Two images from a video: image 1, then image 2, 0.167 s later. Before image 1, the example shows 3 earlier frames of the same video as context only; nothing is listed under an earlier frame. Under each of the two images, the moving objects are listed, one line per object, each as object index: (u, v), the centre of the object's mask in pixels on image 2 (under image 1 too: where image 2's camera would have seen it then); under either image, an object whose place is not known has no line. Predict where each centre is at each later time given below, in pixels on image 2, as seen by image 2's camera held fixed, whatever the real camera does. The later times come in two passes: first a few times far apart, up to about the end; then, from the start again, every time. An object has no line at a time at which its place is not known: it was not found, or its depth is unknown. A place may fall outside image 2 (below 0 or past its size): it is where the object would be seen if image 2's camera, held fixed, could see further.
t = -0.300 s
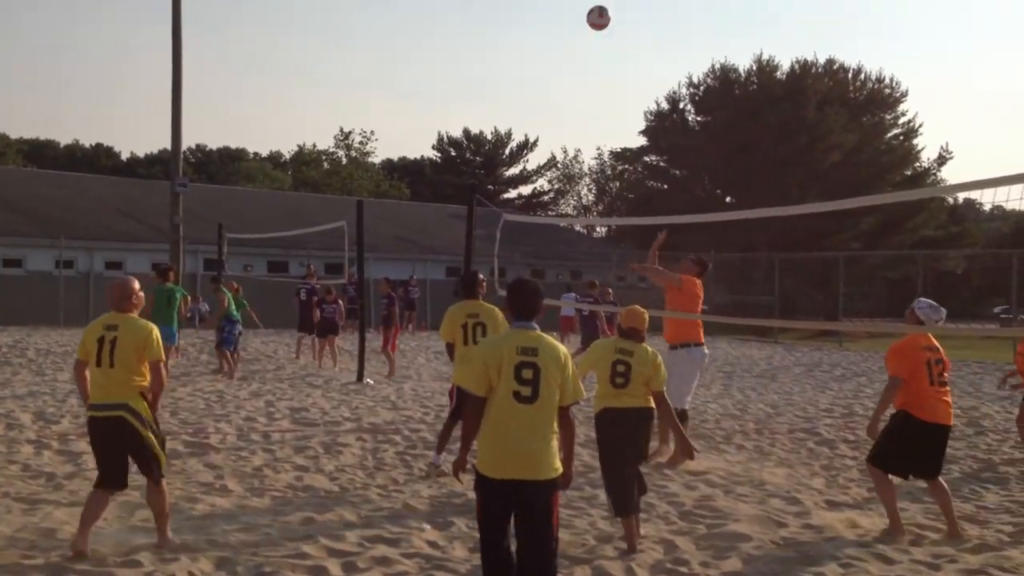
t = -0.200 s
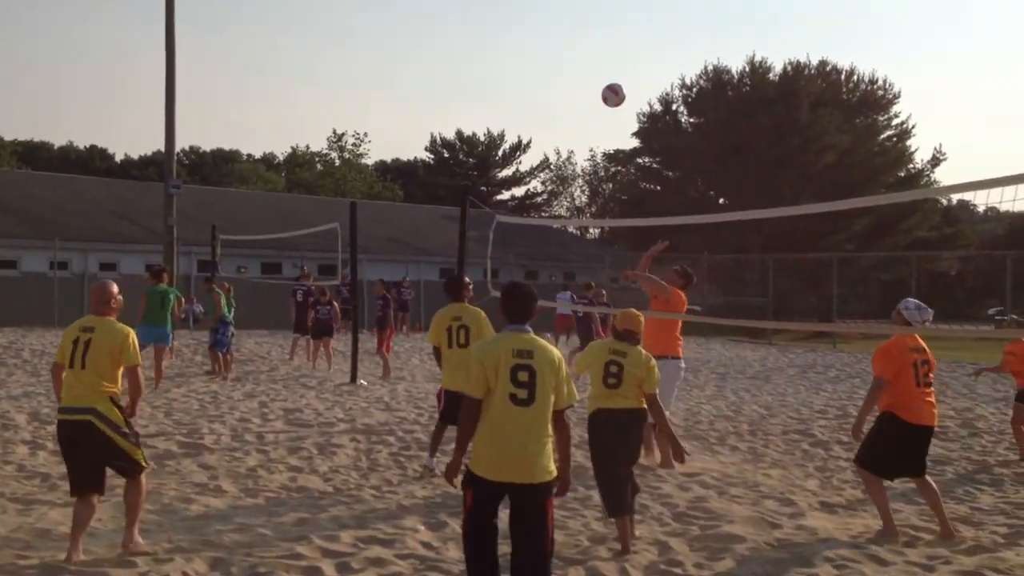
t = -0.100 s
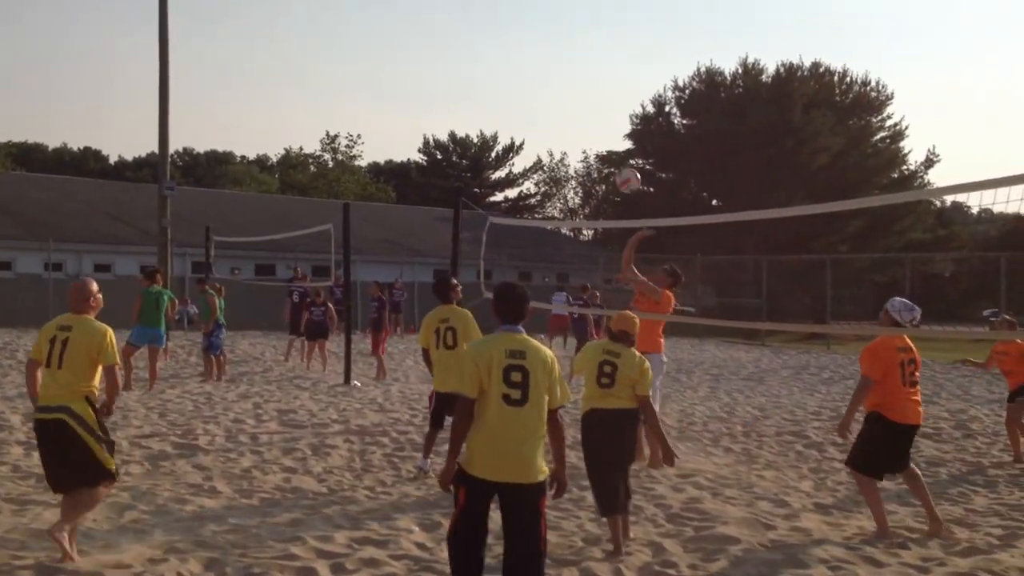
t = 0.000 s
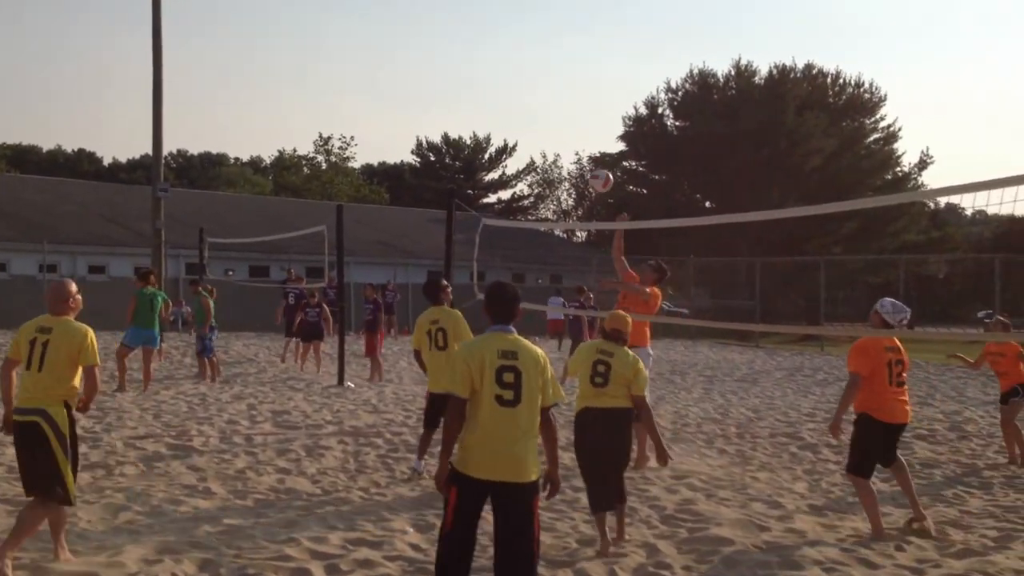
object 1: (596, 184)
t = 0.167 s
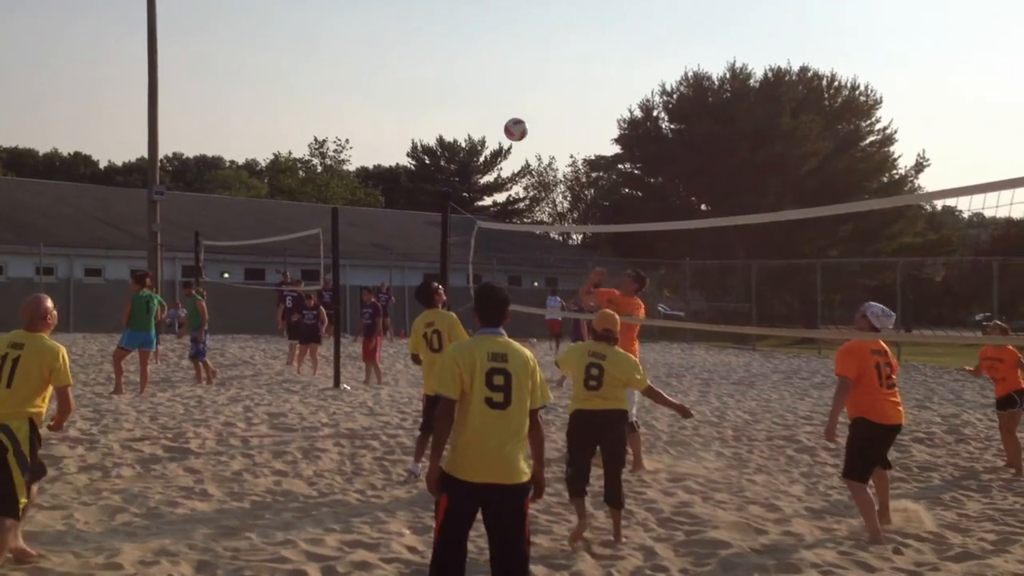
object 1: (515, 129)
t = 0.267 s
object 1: (467, 110)
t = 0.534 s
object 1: (333, 111)
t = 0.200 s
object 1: (499, 122)
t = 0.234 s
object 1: (483, 116)
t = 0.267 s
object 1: (467, 110)
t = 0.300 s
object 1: (450, 106)
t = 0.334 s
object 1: (434, 103)
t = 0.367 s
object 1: (417, 102)
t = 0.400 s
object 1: (401, 101)
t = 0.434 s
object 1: (384, 102)
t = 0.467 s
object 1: (367, 104)
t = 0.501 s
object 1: (350, 107)
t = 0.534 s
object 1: (333, 111)
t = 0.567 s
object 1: (315, 117)
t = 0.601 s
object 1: (297, 124)
